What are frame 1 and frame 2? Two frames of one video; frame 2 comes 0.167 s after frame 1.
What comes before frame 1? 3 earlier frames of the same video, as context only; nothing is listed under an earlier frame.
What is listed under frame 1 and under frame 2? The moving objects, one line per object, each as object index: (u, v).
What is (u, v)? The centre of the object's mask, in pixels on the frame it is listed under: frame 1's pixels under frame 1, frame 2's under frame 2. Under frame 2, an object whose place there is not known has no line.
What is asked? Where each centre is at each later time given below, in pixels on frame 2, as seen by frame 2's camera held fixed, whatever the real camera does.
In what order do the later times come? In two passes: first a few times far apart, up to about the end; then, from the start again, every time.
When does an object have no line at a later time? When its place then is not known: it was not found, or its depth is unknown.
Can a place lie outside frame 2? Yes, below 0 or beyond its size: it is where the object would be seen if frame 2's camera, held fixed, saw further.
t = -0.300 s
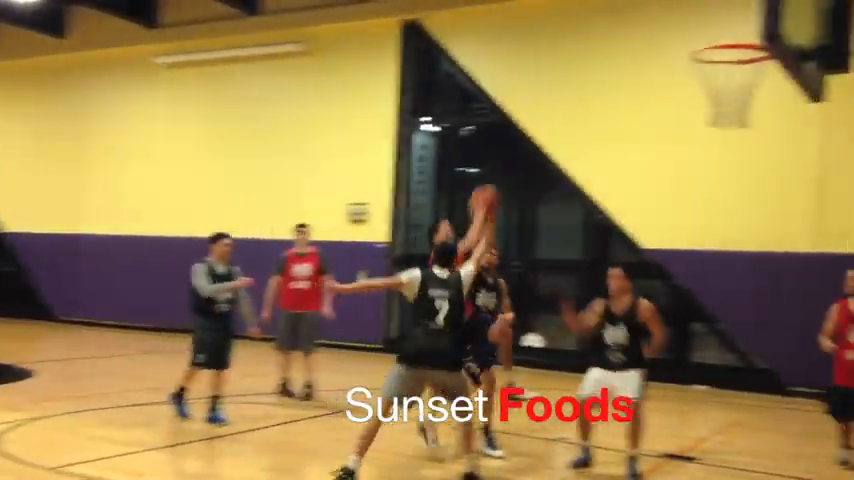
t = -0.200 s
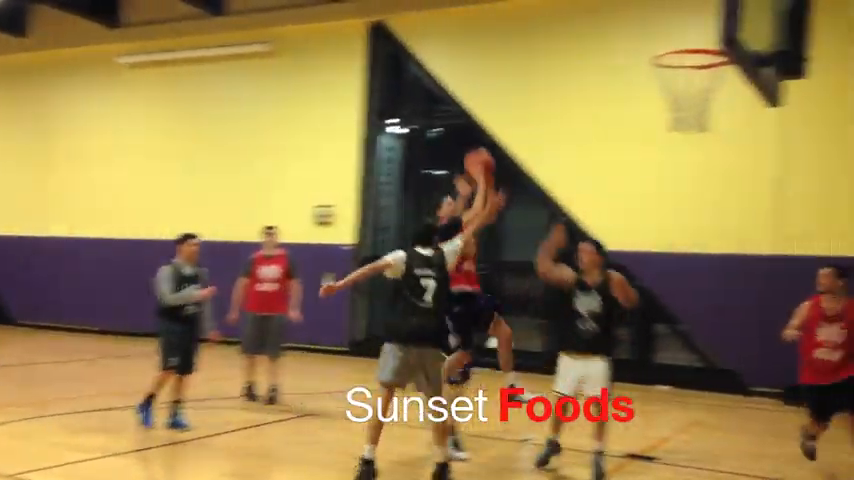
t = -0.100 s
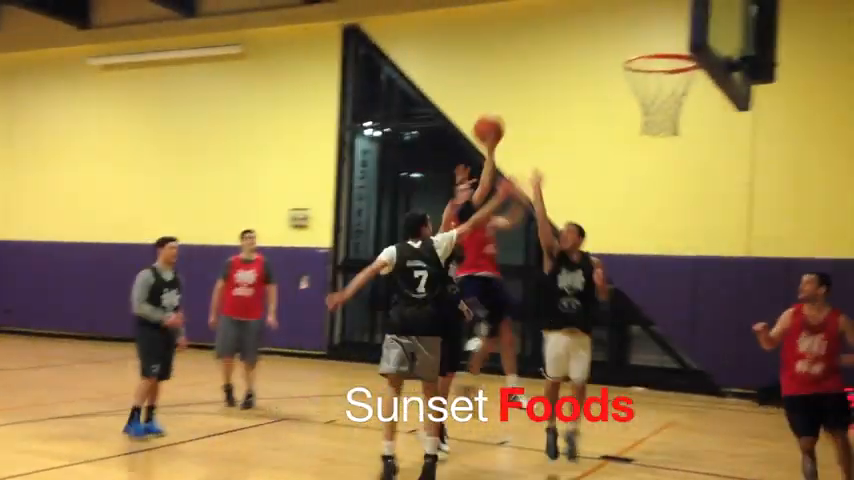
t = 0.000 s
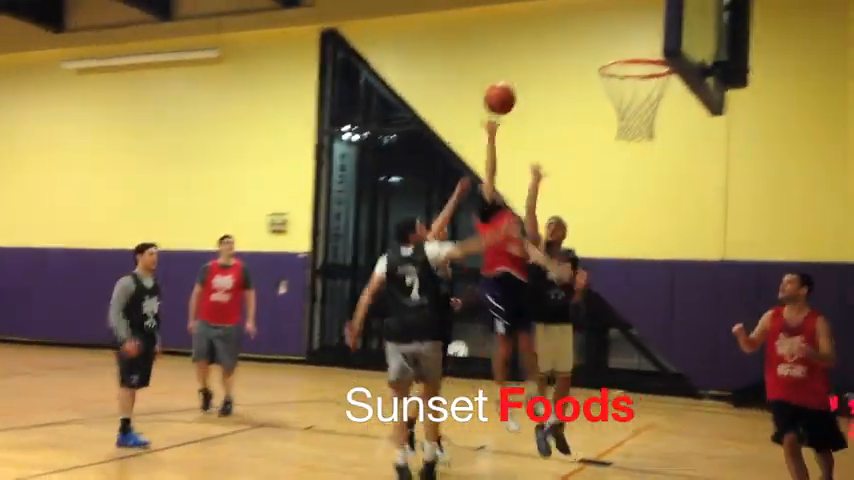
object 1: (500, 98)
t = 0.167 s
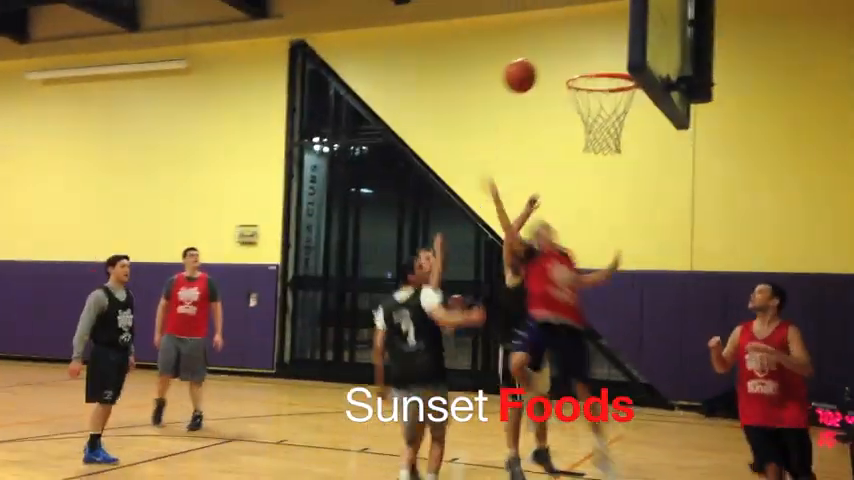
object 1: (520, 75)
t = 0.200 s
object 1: (530, 73)
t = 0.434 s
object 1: (566, 53)
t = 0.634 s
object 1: (580, 65)
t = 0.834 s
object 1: (613, 100)
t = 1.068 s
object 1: (624, 152)
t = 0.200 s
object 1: (530, 73)
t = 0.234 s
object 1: (540, 71)
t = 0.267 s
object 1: (551, 71)
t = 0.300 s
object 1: (559, 70)
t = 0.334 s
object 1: (561, 64)
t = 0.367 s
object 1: (563, 59)
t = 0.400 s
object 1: (564, 55)
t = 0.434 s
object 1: (566, 53)
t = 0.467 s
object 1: (568, 53)
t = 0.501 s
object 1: (569, 54)
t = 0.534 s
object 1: (571, 56)
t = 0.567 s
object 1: (572, 60)
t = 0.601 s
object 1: (575, 63)
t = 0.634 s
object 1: (580, 65)
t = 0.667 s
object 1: (585, 66)
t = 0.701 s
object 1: (591, 69)
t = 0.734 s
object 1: (596, 74)
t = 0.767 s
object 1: (602, 81)
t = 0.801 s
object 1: (608, 92)
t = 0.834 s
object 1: (613, 100)
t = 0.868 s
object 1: (618, 111)
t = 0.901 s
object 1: (621, 118)
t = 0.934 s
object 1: (623, 123)
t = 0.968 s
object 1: (624, 128)
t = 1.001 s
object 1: (624, 135)
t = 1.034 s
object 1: (624, 143)
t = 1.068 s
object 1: (624, 152)
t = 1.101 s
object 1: (624, 163)
